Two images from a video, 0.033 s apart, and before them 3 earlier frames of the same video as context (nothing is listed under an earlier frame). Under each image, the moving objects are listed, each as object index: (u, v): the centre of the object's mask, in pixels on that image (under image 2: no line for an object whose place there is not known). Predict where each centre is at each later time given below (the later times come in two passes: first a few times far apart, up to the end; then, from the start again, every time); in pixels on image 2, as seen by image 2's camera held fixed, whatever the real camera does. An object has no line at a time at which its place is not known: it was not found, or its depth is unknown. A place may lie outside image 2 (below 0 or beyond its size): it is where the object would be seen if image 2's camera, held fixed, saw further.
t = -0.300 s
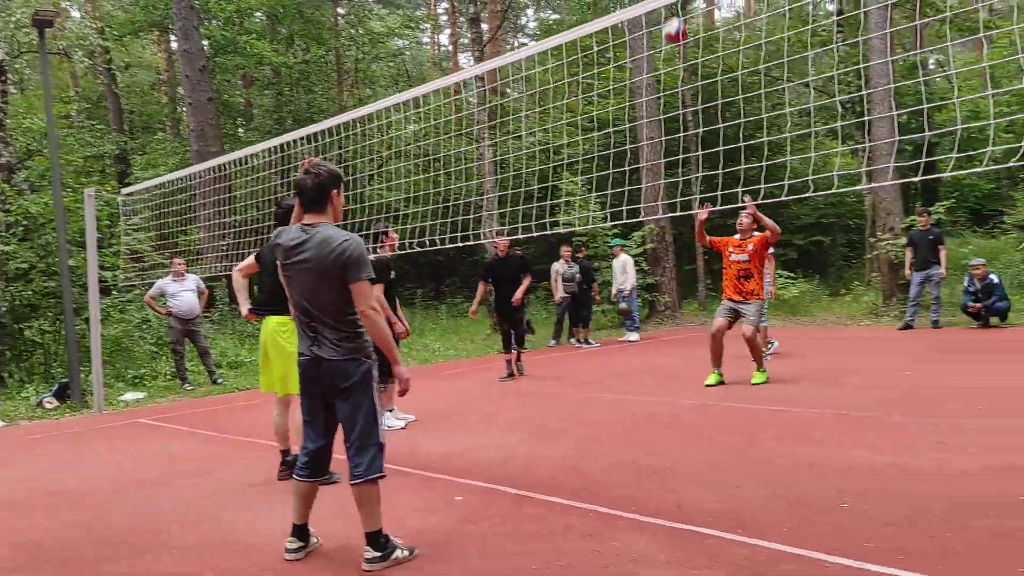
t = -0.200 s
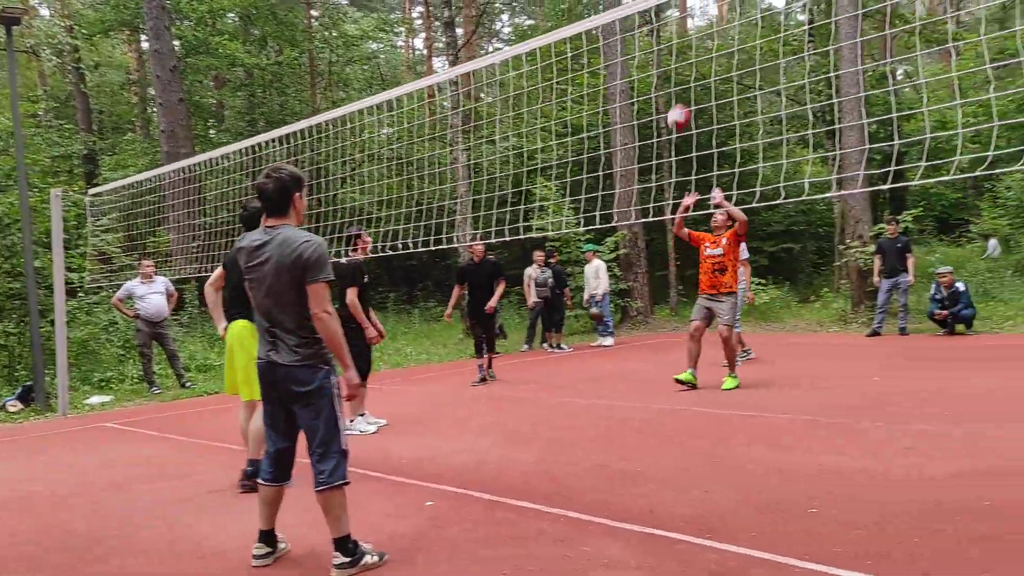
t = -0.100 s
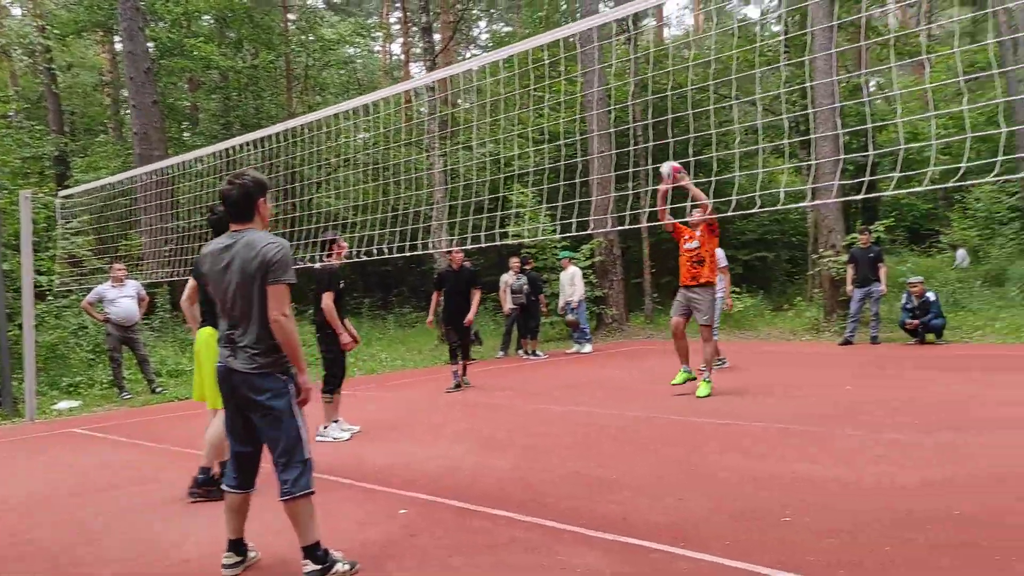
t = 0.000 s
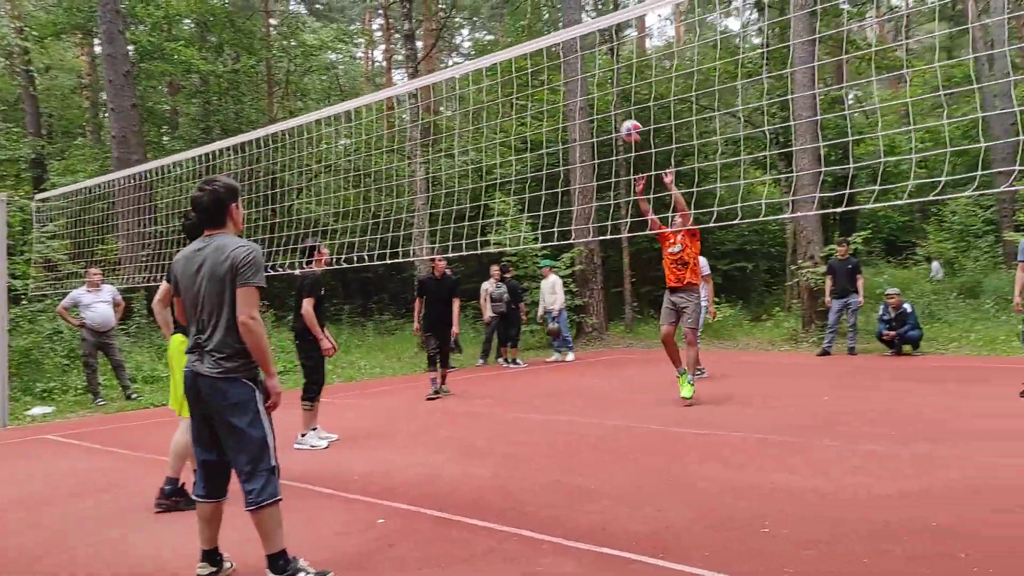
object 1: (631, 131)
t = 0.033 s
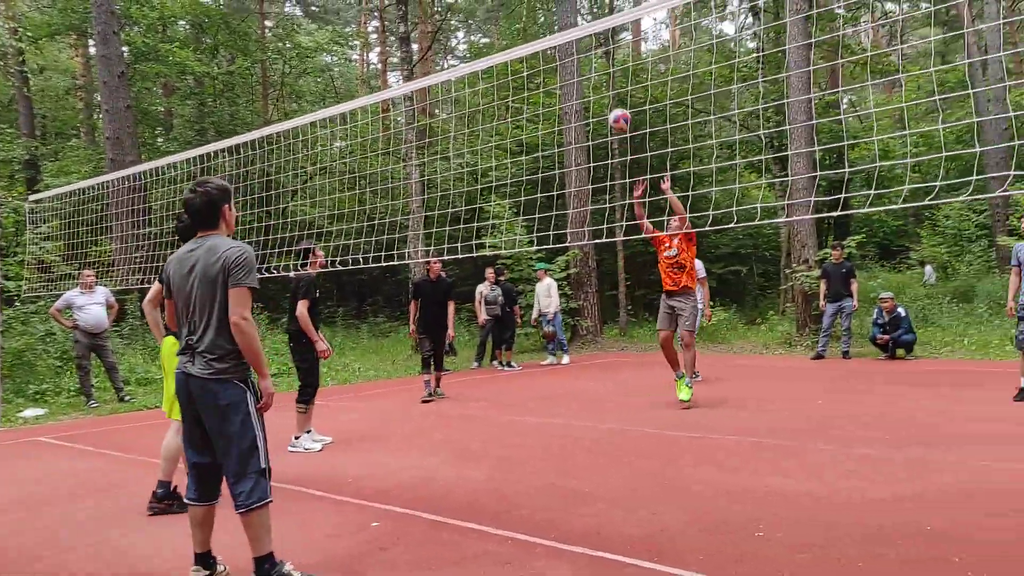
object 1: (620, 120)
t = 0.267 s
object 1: (572, 48)
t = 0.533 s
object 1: (520, 23)
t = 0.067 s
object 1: (613, 105)
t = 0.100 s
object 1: (606, 93)
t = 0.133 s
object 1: (599, 81)
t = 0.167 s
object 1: (592, 70)
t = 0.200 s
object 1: (585, 60)
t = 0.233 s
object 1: (578, 51)
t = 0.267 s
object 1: (572, 48)
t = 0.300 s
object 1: (562, 29)
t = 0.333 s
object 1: (557, 28)
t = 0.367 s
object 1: (550, 27)
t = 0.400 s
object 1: (544, 24)
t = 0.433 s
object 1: (538, 22)
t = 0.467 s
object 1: (532, 21)
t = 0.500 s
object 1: (525, 22)
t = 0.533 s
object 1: (520, 23)
